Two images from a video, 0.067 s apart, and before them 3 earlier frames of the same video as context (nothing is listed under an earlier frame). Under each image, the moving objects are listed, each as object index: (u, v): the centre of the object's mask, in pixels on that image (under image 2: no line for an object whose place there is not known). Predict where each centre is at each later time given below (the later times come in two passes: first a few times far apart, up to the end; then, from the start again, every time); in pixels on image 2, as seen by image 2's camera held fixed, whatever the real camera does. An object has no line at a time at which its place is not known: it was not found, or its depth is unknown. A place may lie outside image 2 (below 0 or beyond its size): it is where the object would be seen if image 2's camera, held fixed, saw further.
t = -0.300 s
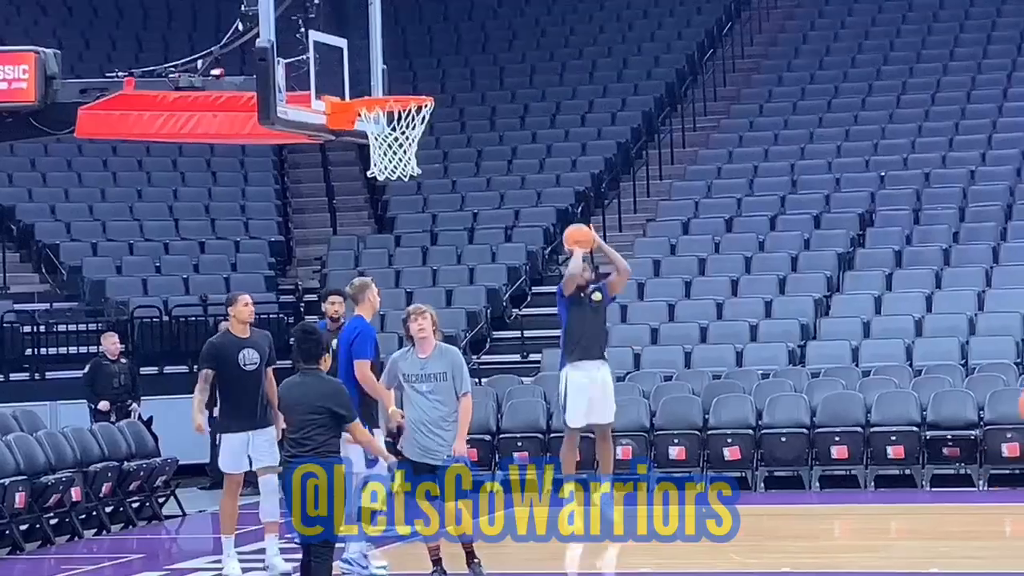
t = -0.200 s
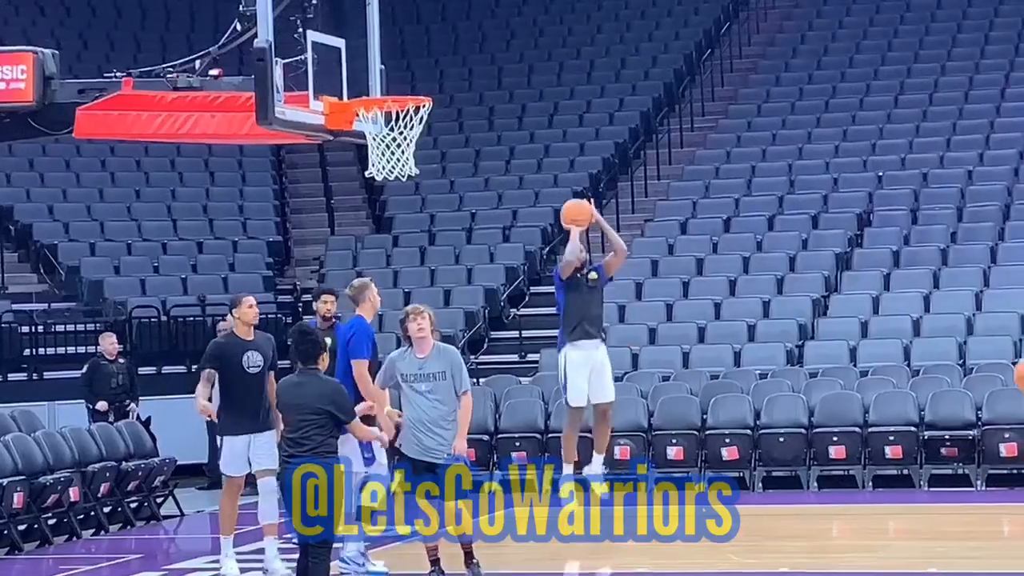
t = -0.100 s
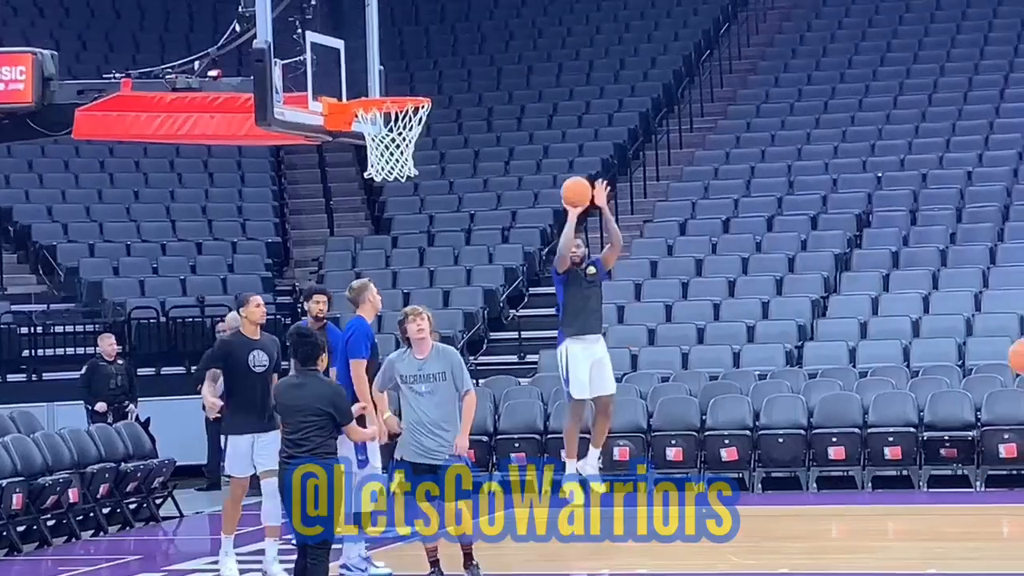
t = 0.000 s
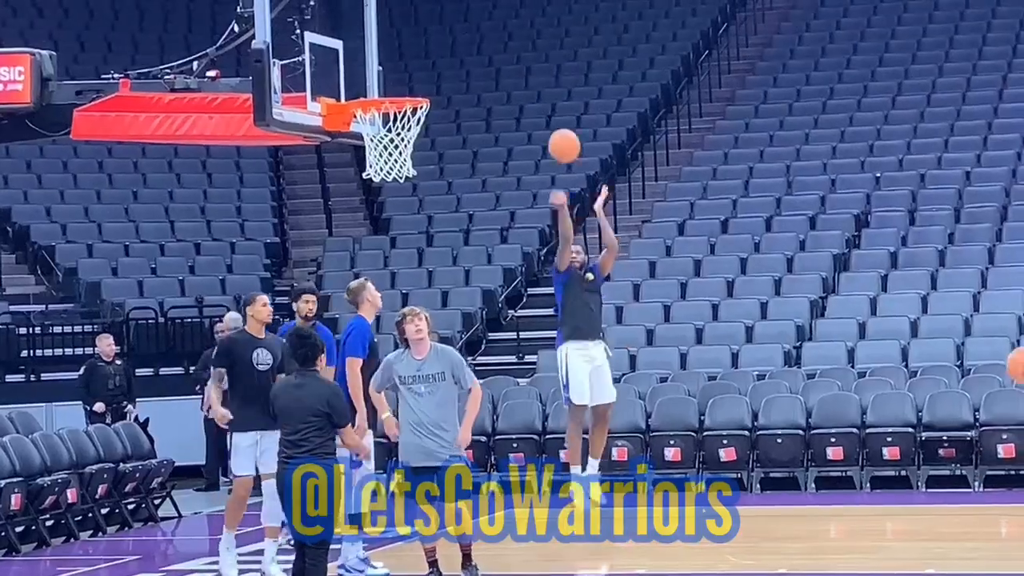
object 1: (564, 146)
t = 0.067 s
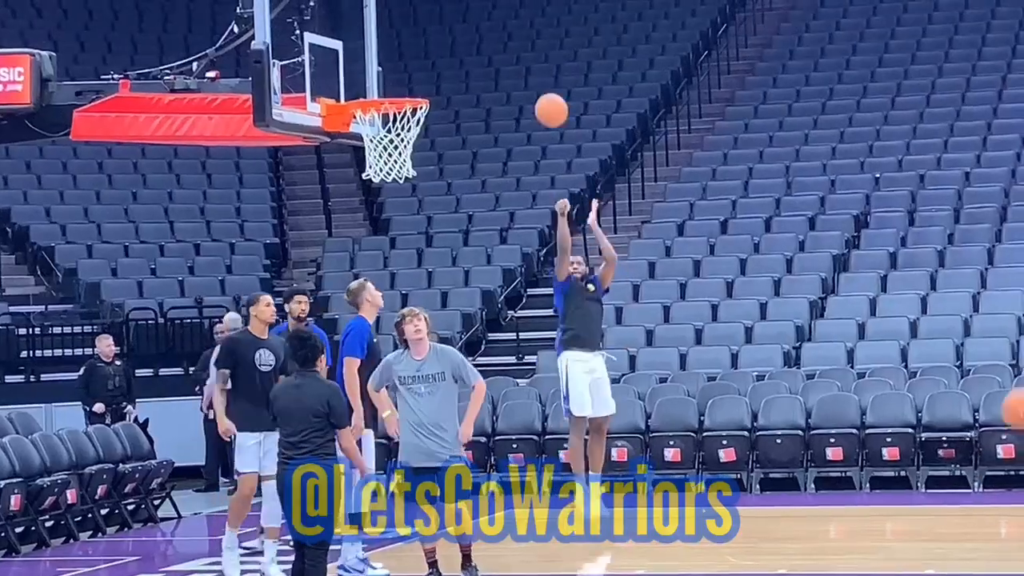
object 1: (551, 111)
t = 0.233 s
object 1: (519, 41)
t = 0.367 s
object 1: (493, 10)
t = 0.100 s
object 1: (545, 94)
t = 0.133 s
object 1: (539, 79)
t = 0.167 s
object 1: (532, 65)
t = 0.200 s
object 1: (526, 52)
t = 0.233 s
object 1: (519, 41)
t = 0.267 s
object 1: (513, 30)
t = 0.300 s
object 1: (506, 21)
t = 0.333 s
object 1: (500, 14)
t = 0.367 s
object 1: (493, 10)
